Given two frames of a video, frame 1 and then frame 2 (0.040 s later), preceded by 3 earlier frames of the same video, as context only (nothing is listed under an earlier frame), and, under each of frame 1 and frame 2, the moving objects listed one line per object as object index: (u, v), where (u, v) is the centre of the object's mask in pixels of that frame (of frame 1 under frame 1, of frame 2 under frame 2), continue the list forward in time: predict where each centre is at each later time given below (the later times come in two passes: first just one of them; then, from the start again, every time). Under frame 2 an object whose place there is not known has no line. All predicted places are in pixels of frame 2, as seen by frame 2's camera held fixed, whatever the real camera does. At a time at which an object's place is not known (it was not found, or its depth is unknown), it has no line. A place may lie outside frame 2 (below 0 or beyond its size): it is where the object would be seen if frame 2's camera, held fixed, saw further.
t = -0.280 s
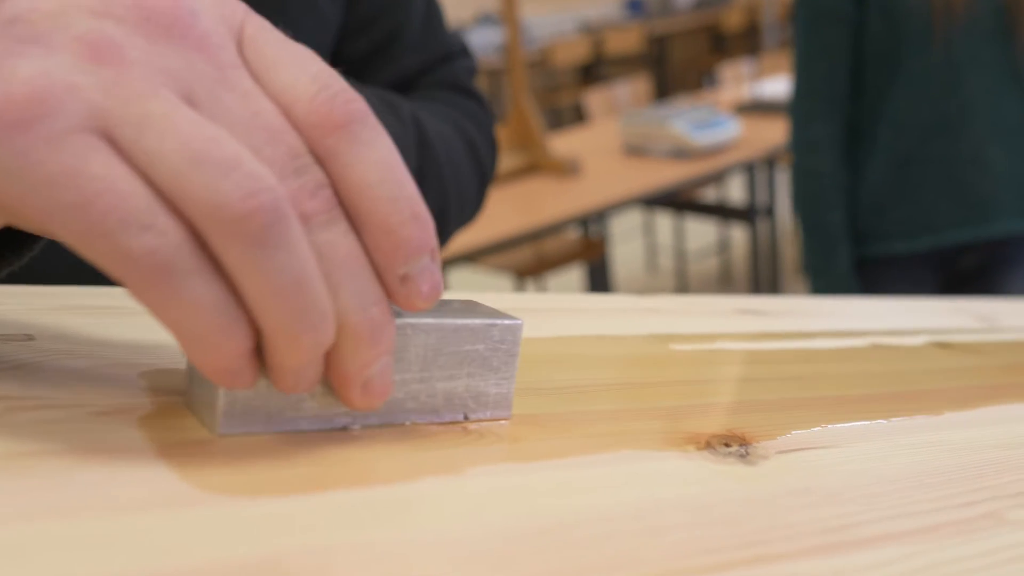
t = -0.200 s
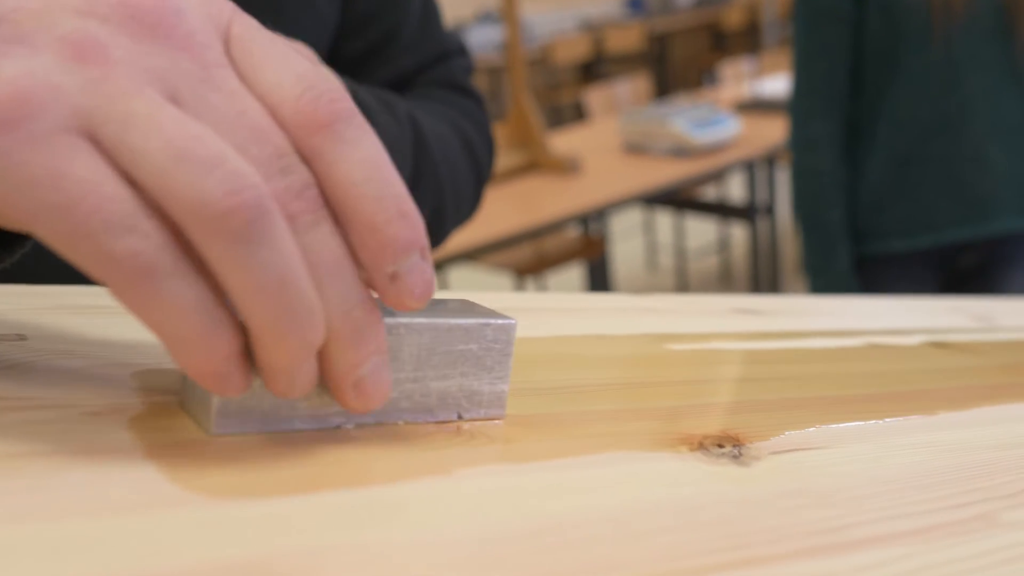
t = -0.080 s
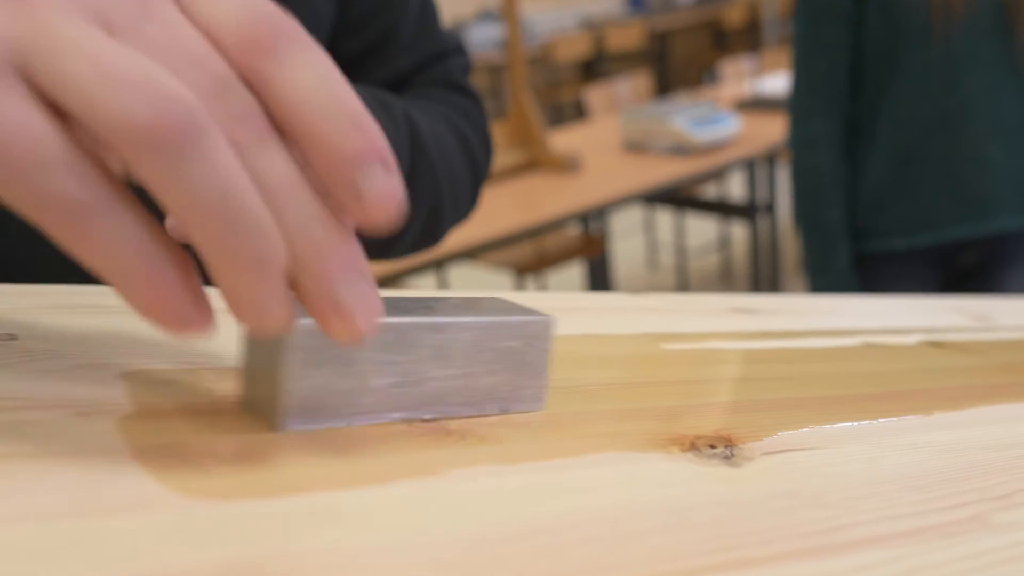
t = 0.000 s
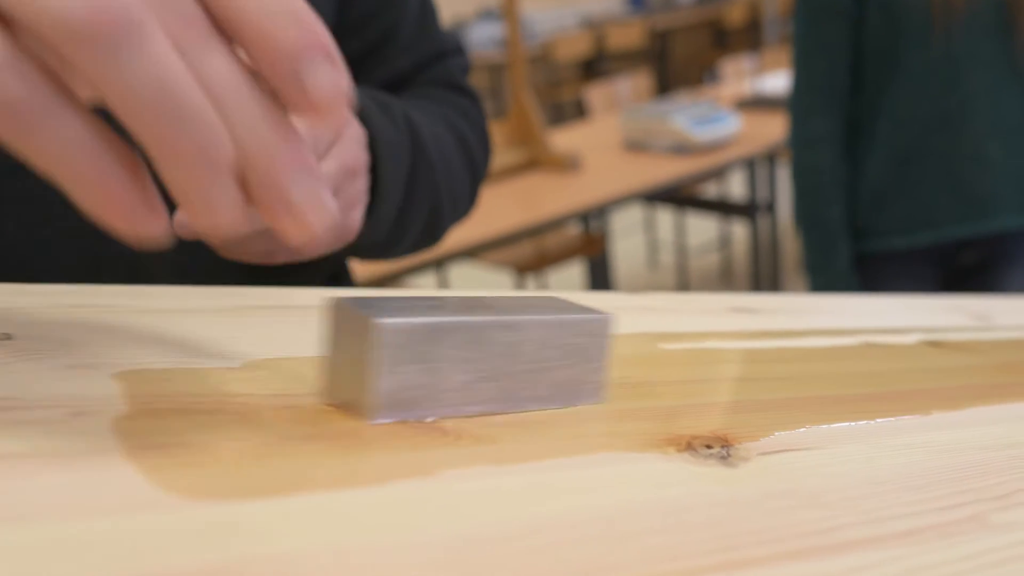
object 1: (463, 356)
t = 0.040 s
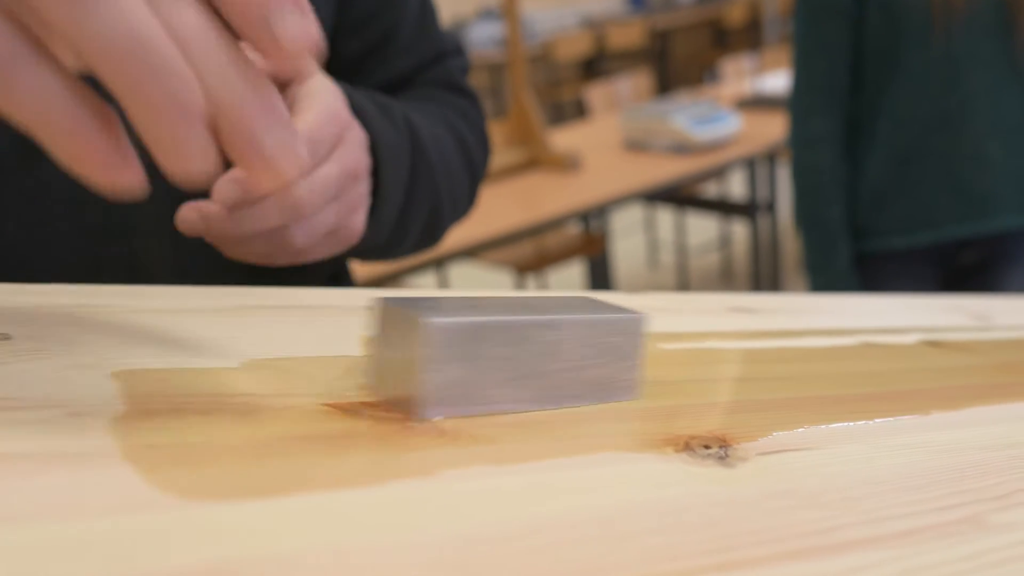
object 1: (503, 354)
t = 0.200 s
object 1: (676, 347)
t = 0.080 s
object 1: (547, 352)
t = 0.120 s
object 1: (590, 350)
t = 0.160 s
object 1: (634, 348)
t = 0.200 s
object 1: (676, 347)
